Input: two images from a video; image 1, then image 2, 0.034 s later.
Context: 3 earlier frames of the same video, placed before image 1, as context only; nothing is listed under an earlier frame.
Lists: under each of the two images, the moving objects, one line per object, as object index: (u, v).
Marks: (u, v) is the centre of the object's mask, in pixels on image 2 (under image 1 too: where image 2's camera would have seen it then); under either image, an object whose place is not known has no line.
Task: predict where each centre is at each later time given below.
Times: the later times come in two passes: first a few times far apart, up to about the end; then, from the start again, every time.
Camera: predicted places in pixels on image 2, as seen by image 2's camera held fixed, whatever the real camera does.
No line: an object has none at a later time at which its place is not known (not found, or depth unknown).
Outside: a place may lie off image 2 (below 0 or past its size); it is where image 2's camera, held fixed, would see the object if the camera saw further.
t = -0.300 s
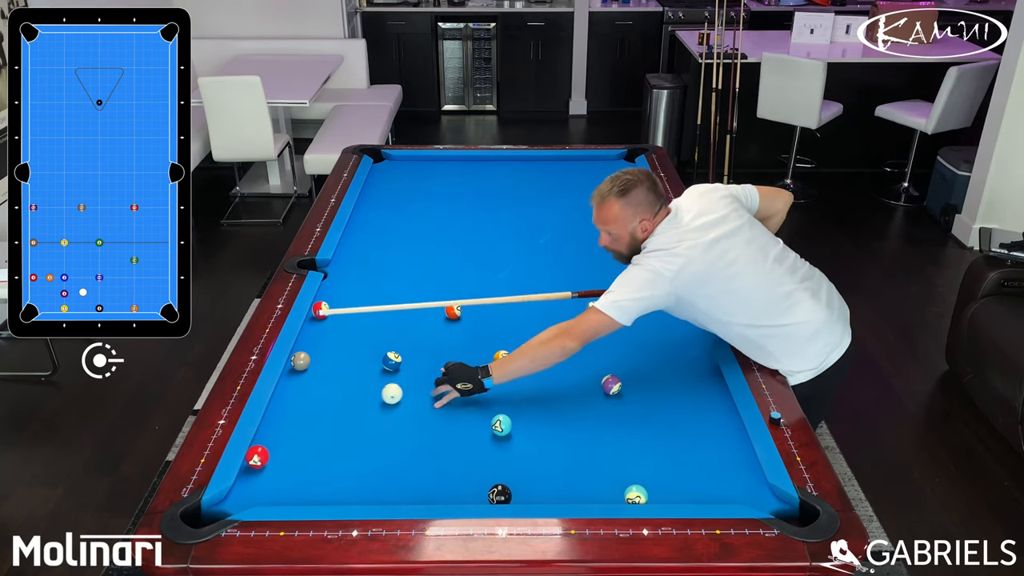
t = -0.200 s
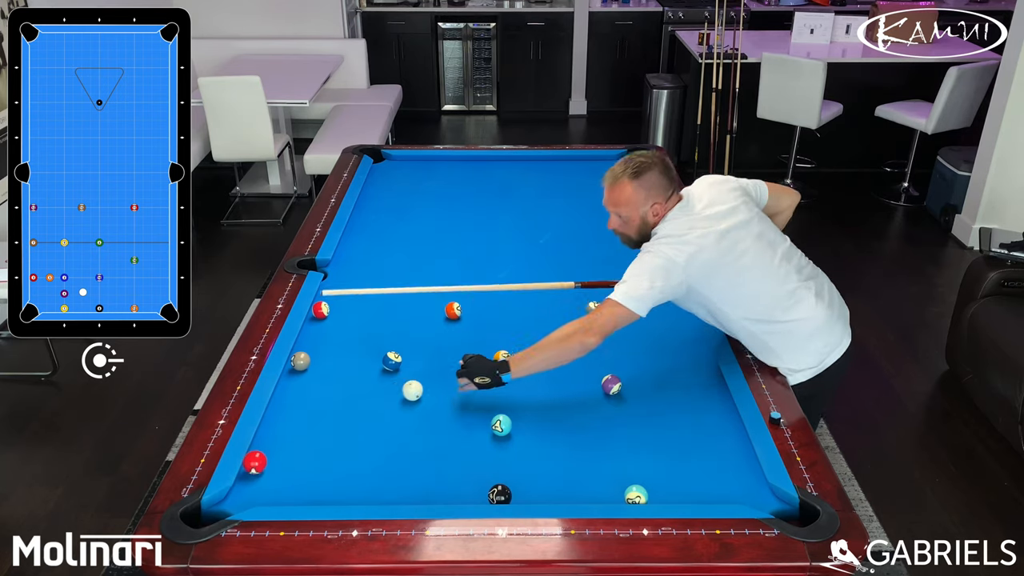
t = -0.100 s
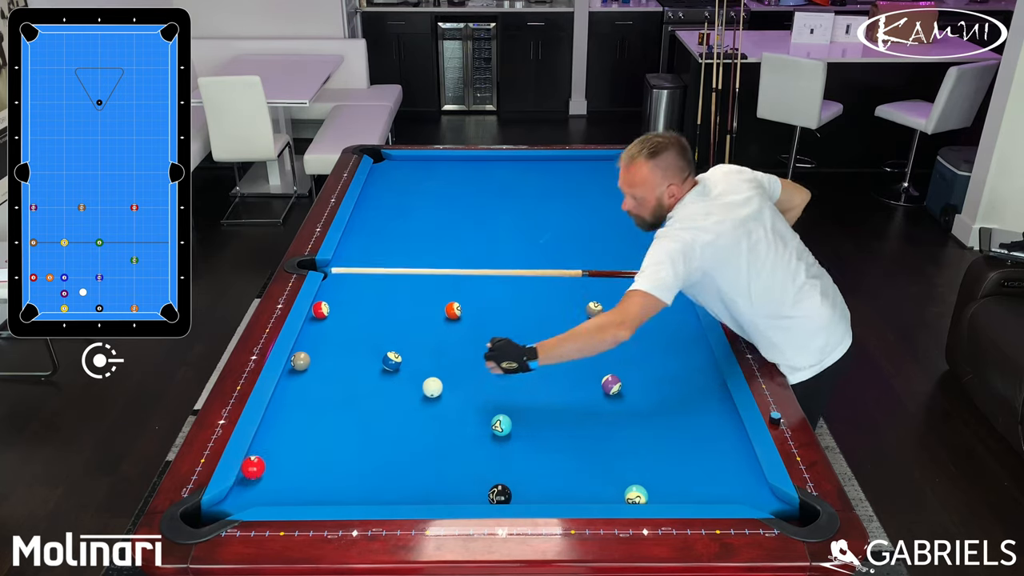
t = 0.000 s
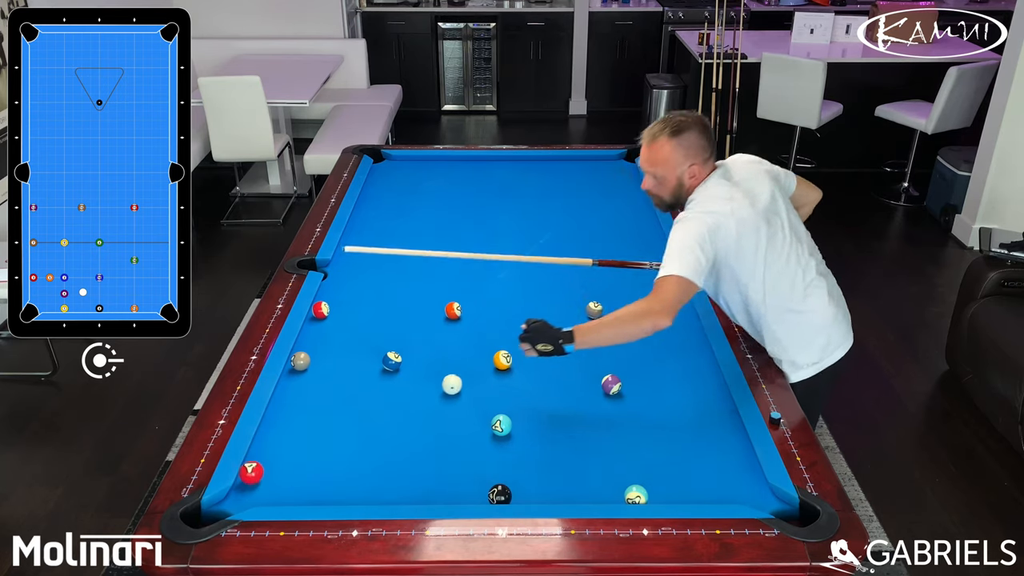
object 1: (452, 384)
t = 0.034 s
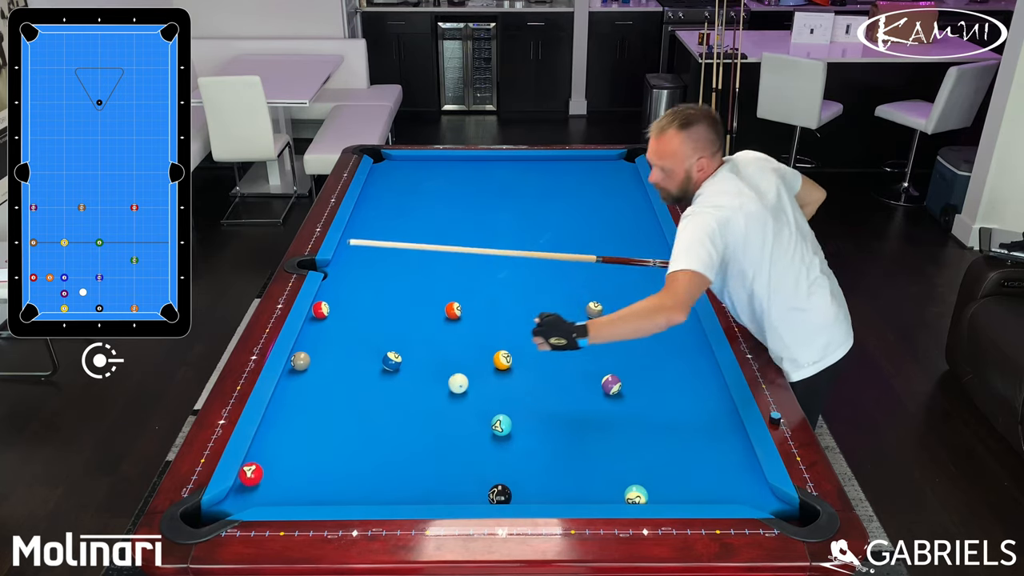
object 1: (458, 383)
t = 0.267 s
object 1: (501, 377)
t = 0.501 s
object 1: (541, 371)
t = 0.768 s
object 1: (584, 364)
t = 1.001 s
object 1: (619, 359)
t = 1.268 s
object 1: (657, 354)
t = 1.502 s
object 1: (687, 350)
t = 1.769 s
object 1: (689, 346)
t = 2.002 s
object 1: (670, 344)
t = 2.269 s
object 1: (651, 342)
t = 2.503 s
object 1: (635, 340)
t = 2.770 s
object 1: (620, 338)
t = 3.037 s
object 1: (607, 336)
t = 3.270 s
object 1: (597, 335)
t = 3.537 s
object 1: (588, 334)
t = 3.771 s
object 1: (582, 333)
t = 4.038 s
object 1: (577, 333)
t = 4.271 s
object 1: (574, 332)
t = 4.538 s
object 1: (572, 331)
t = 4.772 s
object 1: (572, 331)
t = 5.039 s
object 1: (572, 331)
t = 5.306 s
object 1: (572, 331)
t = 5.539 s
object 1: (572, 331)
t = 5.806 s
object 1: (572, 331)
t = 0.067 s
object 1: (464, 382)
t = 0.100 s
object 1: (470, 381)
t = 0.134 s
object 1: (477, 380)
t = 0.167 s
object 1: (483, 379)
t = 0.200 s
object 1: (489, 378)
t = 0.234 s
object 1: (495, 377)
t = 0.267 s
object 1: (501, 377)
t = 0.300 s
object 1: (507, 375)
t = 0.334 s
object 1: (512, 375)
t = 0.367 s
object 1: (518, 374)
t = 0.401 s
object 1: (524, 373)
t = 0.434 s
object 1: (530, 372)
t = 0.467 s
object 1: (536, 371)
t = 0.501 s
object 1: (541, 371)
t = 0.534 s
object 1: (547, 370)
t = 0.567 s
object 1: (552, 369)
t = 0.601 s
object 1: (558, 368)
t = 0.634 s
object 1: (563, 367)
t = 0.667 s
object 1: (568, 367)
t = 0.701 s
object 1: (574, 366)
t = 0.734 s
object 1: (579, 365)
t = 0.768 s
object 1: (584, 364)
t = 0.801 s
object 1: (589, 364)
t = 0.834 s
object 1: (594, 363)
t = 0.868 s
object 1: (599, 362)
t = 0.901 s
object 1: (604, 361)
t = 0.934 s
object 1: (609, 361)
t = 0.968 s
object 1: (614, 360)
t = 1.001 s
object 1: (619, 359)
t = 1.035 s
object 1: (624, 359)
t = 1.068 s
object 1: (629, 358)
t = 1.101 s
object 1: (634, 357)
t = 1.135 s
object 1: (638, 357)
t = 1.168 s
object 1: (643, 356)
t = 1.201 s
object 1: (648, 355)
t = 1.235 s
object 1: (652, 355)
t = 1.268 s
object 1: (657, 354)
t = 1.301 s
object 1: (661, 354)
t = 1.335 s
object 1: (666, 353)
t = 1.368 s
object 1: (670, 352)
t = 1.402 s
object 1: (674, 352)
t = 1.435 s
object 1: (679, 351)
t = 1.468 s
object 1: (683, 351)
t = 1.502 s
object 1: (687, 350)
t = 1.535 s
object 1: (692, 349)
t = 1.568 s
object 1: (696, 349)
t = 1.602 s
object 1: (700, 348)
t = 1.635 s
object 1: (701, 348)
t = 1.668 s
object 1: (698, 347)
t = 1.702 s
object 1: (695, 347)
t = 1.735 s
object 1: (692, 346)
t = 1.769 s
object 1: (689, 346)
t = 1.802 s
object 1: (686, 346)
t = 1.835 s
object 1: (683, 345)
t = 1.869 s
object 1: (680, 345)
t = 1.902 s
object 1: (678, 345)
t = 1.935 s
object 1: (675, 345)
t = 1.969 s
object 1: (672, 344)
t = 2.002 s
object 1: (670, 344)
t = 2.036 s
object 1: (667, 344)
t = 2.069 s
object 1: (665, 343)
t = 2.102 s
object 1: (662, 343)
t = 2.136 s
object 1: (660, 343)
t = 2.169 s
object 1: (657, 343)
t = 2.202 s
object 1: (655, 342)
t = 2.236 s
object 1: (653, 342)
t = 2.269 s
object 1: (651, 342)
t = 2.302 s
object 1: (648, 342)
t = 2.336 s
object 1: (646, 341)
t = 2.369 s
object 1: (644, 341)
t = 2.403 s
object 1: (642, 341)
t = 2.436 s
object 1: (639, 341)
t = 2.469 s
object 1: (637, 340)
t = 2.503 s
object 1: (635, 340)
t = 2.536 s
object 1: (633, 340)
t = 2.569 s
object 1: (631, 339)
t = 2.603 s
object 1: (629, 339)
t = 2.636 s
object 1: (627, 339)
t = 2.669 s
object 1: (625, 339)
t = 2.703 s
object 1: (624, 339)
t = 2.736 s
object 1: (622, 338)
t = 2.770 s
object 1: (620, 338)
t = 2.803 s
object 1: (618, 338)
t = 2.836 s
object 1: (616, 338)
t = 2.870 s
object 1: (615, 337)
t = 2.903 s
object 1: (613, 337)
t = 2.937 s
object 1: (611, 337)
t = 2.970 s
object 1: (610, 337)
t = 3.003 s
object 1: (608, 337)
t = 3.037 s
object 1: (607, 336)
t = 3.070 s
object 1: (605, 336)
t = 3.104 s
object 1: (604, 336)
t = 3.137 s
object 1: (602, 336)
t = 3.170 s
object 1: (601, 336)
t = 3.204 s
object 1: (600, 335)
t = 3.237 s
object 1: (598, 335)
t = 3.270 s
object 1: (597, 335)
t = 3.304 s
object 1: (596, 335)
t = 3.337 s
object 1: (595, 335)
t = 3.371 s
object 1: (594, 335)
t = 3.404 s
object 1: (592, 335)
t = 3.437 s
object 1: (591, 334)
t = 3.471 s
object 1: (590, 334)
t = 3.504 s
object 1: (589, 334)
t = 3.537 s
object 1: (588, 334)
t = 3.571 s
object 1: (587, 334)
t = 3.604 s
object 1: (586, 334)
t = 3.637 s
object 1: (585, 334)
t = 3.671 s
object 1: (585, 334)
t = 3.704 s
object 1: (584, 334)
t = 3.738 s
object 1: (583, 334)
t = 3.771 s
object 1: (582, 333)
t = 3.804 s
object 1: (581, 333)
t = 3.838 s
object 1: (580, 333)
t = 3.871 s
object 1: (580, 333)
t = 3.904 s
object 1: (579, 333)
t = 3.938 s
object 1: (579, 333)
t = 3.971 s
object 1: (578, 333)
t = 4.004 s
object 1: (577, 333)
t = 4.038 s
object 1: (577, 333)
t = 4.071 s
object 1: (576, 333)
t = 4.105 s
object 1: (576, 333)
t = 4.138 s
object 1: (575, 333)
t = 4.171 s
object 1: (575, 333)
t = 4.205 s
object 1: (574, 332)
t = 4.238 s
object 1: (574, 332)
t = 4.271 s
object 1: (574, 332)
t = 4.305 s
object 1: (573, 332)
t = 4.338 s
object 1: (573, 332)
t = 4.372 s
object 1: (573, 332)
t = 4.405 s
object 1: (573, 332)
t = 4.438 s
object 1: (572, 332)
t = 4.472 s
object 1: (572, 332)
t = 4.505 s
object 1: (572, 332)
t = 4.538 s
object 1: (572, 331)
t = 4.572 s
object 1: (572, 331)
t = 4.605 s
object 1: (572, 331)
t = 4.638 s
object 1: (572, 331)
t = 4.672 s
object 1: (572, 331)
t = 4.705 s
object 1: (572, 331)
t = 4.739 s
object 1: (572, 331)
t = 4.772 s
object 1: (572, 331)
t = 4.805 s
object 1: (572, 331)
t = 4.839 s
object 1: (572, 331)
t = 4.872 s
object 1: (572, 331)
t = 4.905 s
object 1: (572, 331)
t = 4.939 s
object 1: (572, 331)
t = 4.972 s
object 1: (572, 331)
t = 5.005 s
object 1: (572, 331)
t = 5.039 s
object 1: (572, 331)
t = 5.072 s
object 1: (572, 331)
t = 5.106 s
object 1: (572, 331)
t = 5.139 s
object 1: (572, 331)
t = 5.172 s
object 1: (572, 331)
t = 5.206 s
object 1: (572, 331)
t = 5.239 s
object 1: (572, 331)
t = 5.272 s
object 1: (572, 331)
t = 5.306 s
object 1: (572, 331)
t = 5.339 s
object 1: (572, 331)
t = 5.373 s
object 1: (572, 331)
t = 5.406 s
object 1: (572, 332)
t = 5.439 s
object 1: (572, 331)
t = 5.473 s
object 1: (572, 331)
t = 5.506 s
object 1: (572, 331)
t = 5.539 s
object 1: (572, 331)
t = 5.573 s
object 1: (572, 331)
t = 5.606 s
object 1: (572, 331)
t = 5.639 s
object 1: (572, 331)
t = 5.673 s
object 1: (572, 331)
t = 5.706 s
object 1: (572, 331)
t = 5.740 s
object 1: (572, 331)
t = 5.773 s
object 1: (572, 331)
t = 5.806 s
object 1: (572, 331)
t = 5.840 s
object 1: (572, 331)
